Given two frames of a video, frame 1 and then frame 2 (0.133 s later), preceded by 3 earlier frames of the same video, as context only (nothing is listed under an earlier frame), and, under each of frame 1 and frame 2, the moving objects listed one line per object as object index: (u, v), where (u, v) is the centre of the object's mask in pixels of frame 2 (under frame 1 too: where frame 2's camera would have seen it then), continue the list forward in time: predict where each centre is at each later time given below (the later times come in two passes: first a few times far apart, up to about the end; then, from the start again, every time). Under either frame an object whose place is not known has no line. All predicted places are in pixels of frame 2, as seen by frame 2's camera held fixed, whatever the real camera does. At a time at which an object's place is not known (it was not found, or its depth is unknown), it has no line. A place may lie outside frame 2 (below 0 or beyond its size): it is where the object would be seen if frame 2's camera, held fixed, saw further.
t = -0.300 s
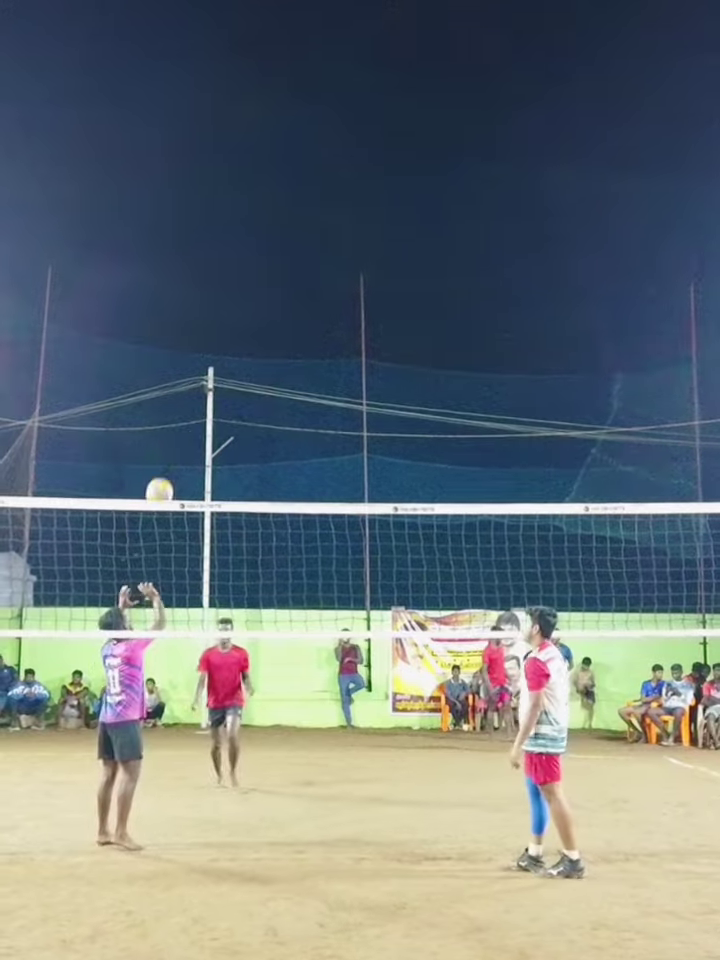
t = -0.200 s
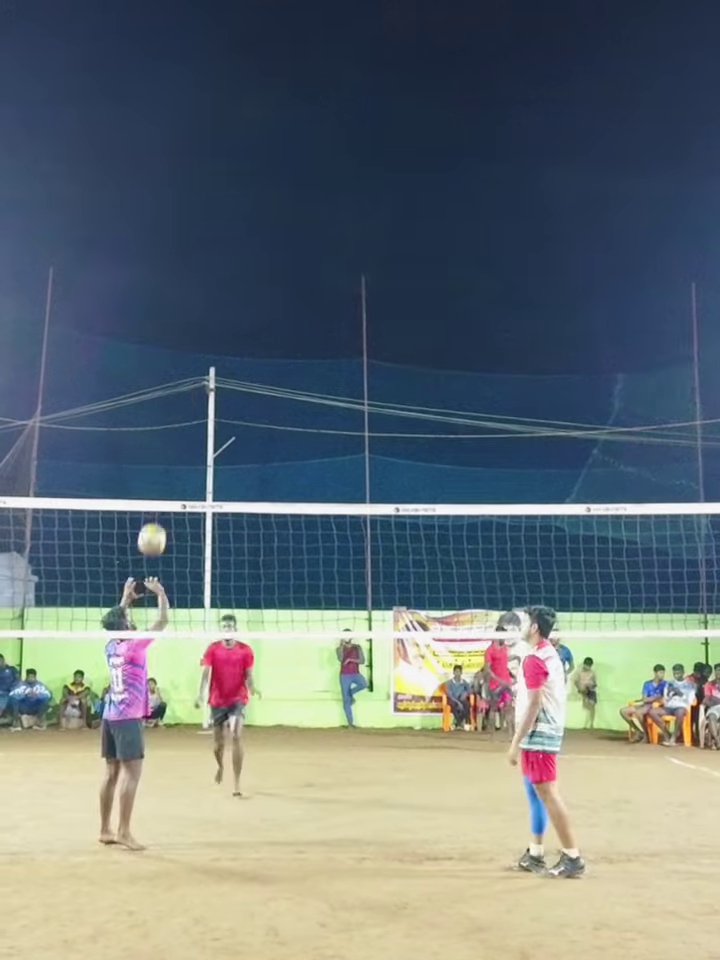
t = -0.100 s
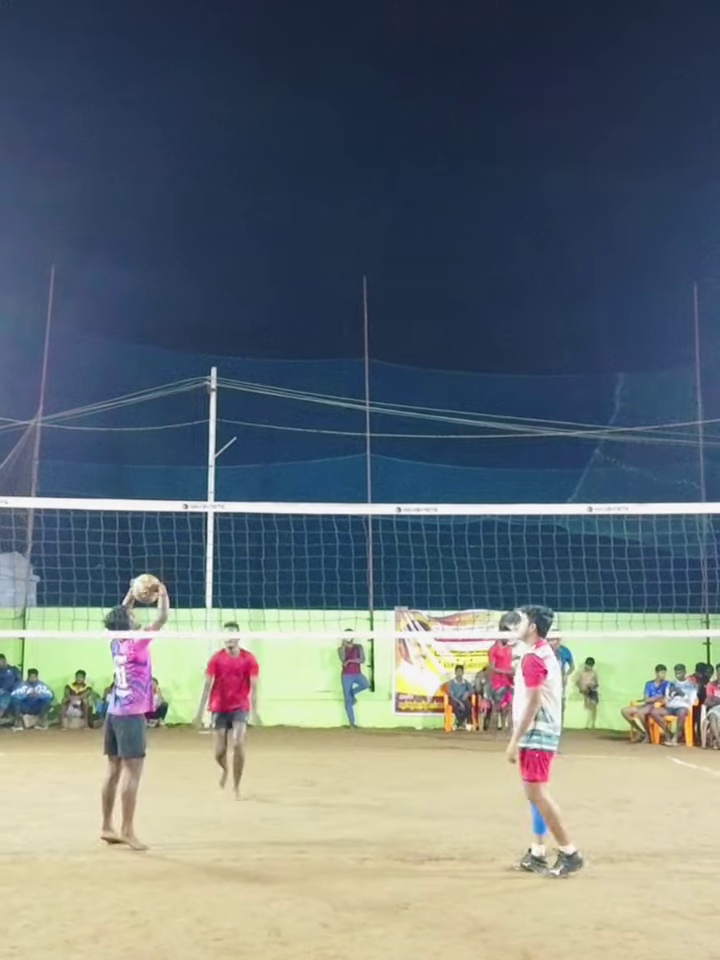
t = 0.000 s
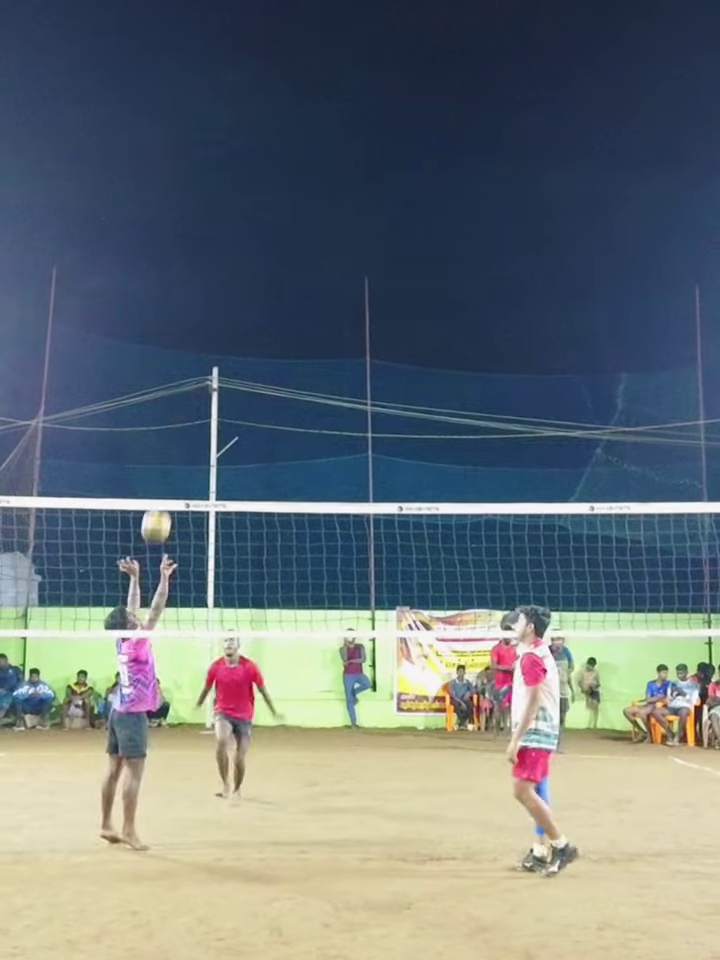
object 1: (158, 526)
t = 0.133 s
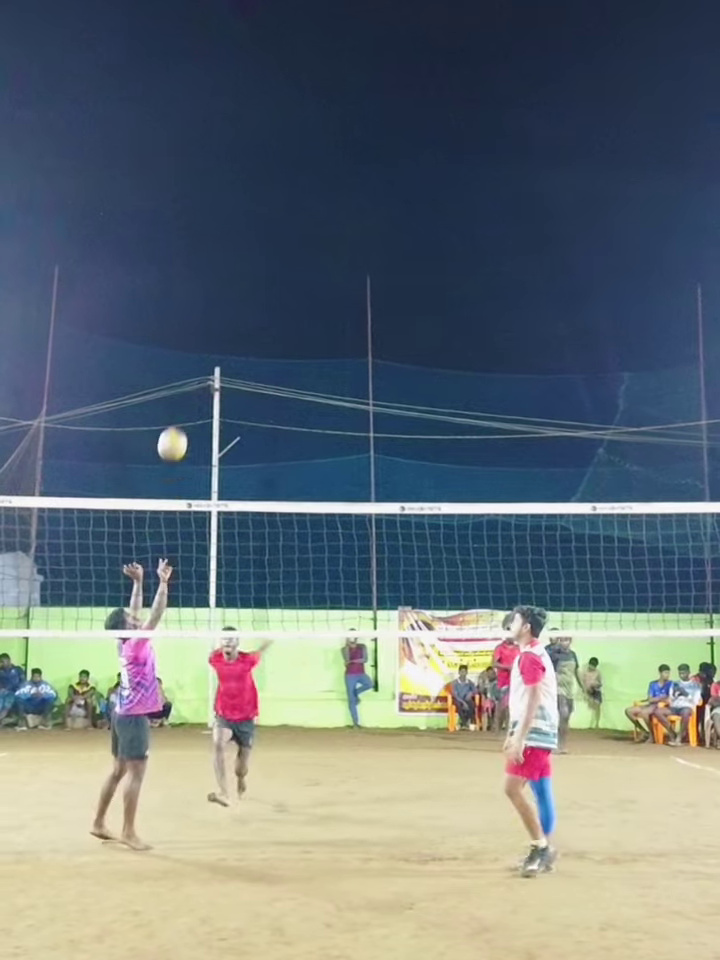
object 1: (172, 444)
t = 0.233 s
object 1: (182, 399)
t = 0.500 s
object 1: (204, 341)
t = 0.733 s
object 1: (222, 362)
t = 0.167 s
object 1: (175, 427)
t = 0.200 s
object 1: (179, 412)
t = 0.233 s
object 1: (182, 399)
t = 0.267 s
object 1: (185, 387)
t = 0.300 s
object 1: (188, 376)
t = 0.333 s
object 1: (191, 367)
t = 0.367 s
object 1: (193, 359)
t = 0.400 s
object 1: (196, 352)
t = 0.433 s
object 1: (199, 347)
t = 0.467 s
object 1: (201, 343)
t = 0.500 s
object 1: (204, 341)
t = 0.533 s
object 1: (207, 340)
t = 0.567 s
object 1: (209, 340)
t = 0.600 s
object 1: (212, 342)
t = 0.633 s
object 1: (214, 345)
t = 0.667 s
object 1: (217, 349)
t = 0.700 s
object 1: (219, 355)
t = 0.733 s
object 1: (222, 362)
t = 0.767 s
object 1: (225, 370)
